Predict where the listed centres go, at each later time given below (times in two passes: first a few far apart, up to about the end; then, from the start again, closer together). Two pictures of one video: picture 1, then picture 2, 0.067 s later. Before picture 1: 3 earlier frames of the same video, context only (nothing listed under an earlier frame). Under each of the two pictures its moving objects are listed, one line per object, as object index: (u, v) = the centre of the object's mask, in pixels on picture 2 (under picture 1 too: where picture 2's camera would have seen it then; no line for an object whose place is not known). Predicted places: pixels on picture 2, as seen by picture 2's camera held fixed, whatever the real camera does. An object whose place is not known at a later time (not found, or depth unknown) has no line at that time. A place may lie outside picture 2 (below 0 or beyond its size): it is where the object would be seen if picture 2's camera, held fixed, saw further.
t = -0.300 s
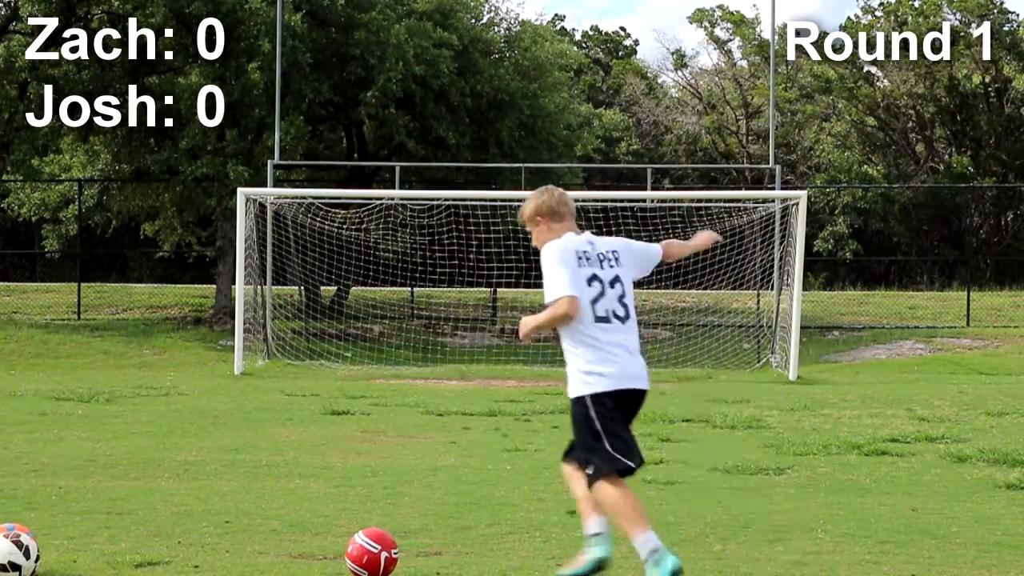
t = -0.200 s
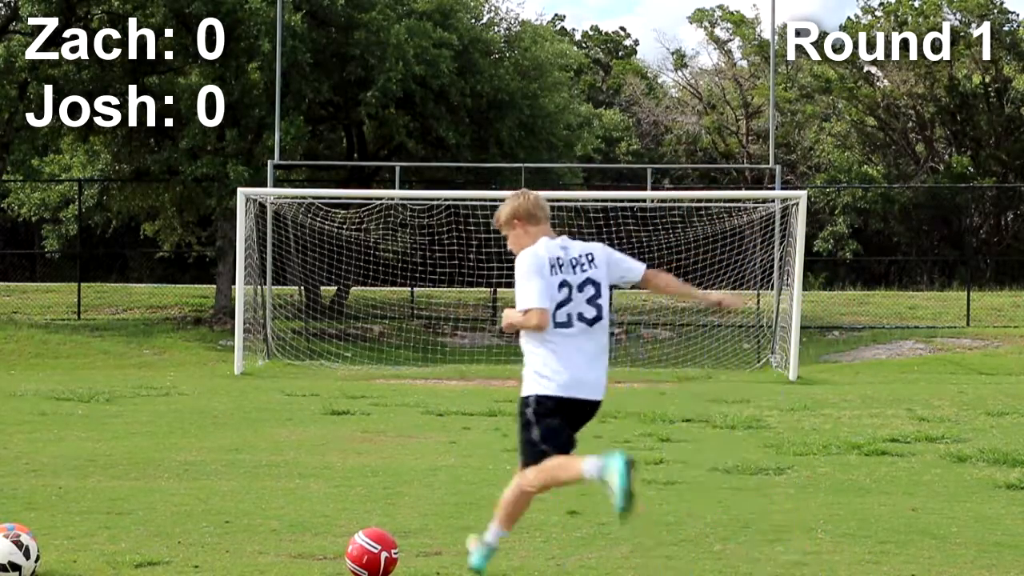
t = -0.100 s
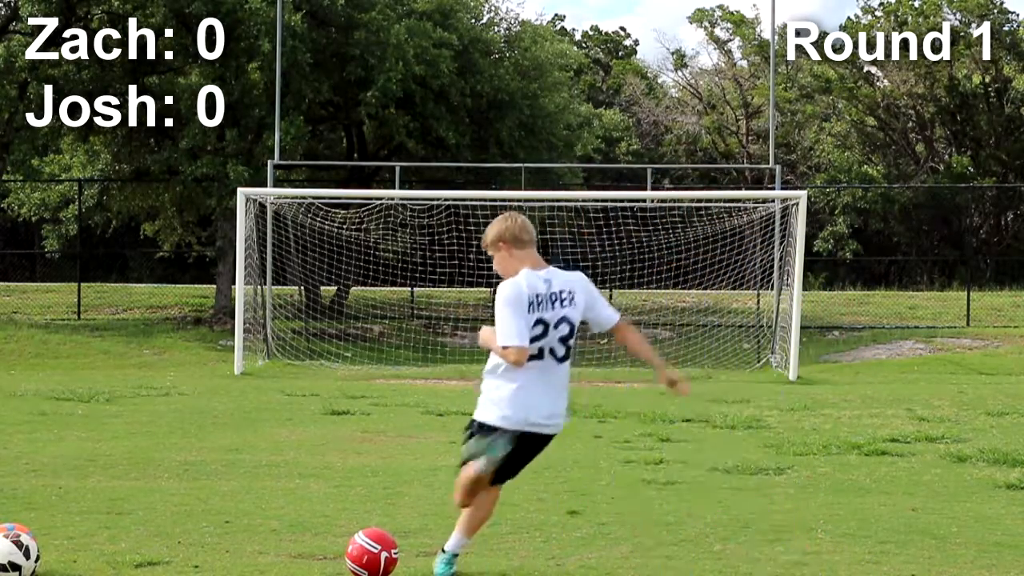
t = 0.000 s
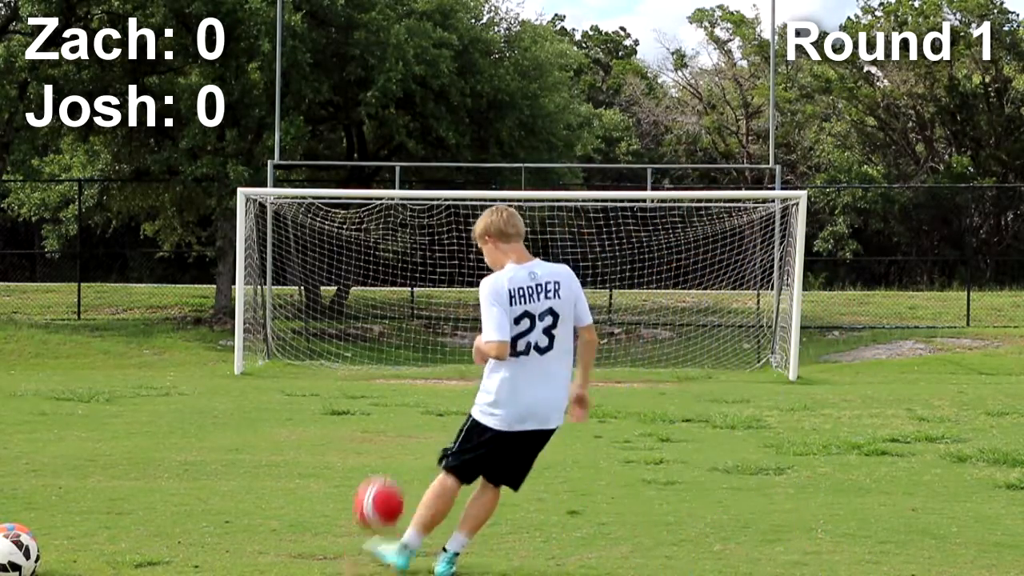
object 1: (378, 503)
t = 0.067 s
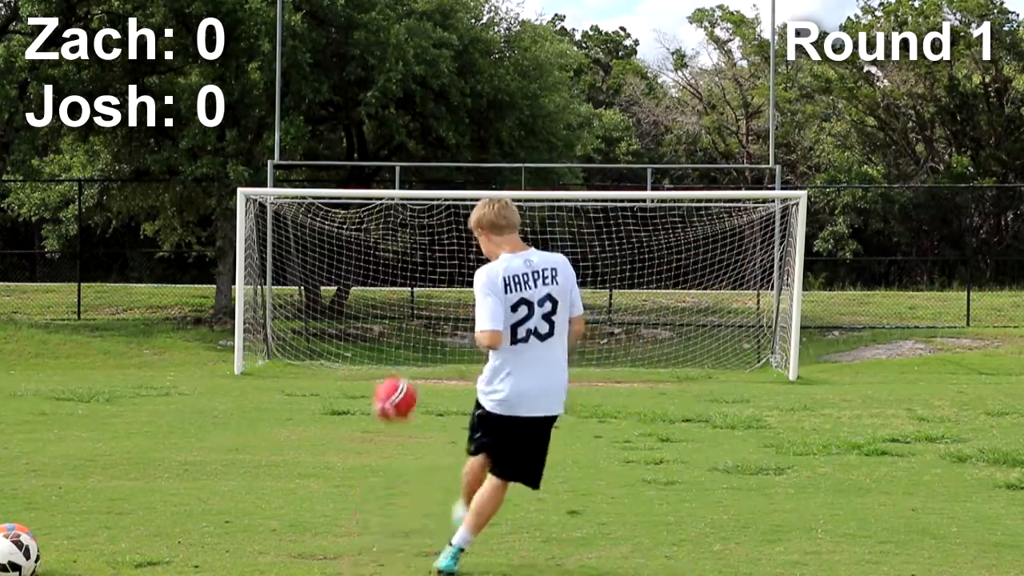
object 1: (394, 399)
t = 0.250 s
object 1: (427, 223)
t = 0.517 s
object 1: (455, 121)
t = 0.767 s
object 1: (469, 110)
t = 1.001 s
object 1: (475, 143)
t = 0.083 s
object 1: (399, 376)
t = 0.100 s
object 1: (401, 356)
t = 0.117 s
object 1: (404, 338)
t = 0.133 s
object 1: (408, 320)
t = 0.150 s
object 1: (411, 304)
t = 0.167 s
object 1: (414, 288)
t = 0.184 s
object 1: (417, 272)
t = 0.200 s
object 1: (419, 260)
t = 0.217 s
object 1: (423, 246)
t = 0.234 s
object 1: (425, 235)
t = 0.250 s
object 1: (427, 223)
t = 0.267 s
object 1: (429, 213)
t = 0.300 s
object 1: (434, 193)
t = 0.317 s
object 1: (436, 185)
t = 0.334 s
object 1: (438, 176)
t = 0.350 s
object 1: (440, 170)
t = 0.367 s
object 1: (442, 163)
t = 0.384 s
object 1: (444, 156)
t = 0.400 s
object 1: (445, 150)
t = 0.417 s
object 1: (447, 144)
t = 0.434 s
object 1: (448, 140)
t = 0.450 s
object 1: (450, 136)
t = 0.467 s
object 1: (451, 131)
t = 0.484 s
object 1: (453, 128)
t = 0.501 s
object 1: (454, 125)
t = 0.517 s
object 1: (455, 121)
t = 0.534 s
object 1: (457, 118)
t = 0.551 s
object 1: (458, 116)
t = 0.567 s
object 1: (459, 113)
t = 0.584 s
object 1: (460, 112)
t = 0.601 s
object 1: (461, 111)
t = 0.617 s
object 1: (462, 110)
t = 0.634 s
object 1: (463, 109)
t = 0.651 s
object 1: (464, 108)
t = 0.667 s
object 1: (465, 108)
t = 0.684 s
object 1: (466, 108)
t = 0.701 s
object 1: (466, 108)
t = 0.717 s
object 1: (467, 108)
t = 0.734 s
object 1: (468, 109)
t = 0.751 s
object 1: (469, 109)
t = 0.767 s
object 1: (469, 110)
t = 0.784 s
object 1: (470, 111)
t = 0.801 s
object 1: (470, 113)
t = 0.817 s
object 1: (471, 115)
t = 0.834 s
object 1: (471, 116)
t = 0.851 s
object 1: (472, 118)
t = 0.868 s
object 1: (473, 120)
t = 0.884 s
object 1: (473, 123)
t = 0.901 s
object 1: (473, 125)
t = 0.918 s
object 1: (474, 128)
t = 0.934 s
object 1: (474, 130)
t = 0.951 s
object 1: (474, 133)
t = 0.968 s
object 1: (475, 136)
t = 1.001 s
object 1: (475, 143)
